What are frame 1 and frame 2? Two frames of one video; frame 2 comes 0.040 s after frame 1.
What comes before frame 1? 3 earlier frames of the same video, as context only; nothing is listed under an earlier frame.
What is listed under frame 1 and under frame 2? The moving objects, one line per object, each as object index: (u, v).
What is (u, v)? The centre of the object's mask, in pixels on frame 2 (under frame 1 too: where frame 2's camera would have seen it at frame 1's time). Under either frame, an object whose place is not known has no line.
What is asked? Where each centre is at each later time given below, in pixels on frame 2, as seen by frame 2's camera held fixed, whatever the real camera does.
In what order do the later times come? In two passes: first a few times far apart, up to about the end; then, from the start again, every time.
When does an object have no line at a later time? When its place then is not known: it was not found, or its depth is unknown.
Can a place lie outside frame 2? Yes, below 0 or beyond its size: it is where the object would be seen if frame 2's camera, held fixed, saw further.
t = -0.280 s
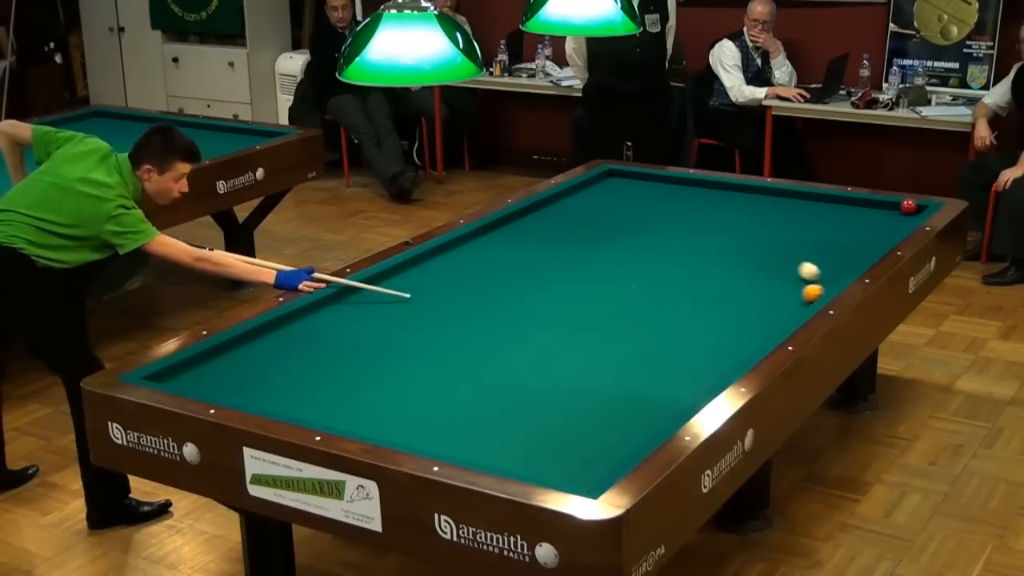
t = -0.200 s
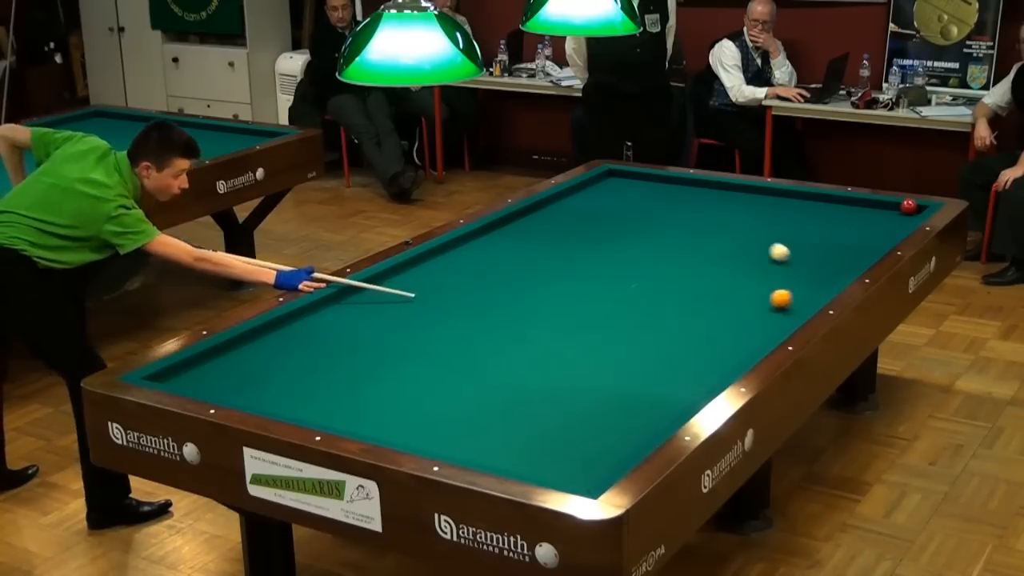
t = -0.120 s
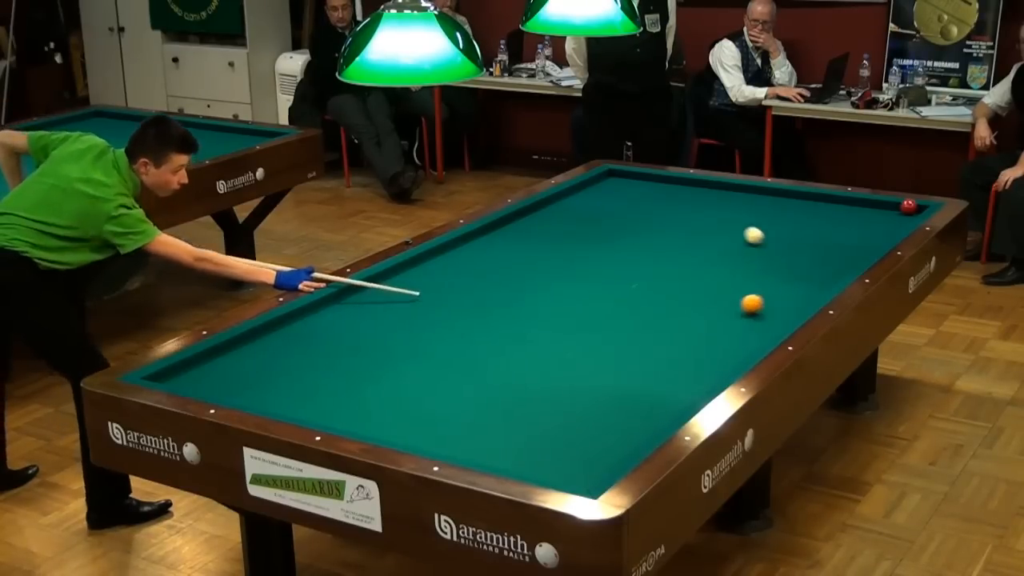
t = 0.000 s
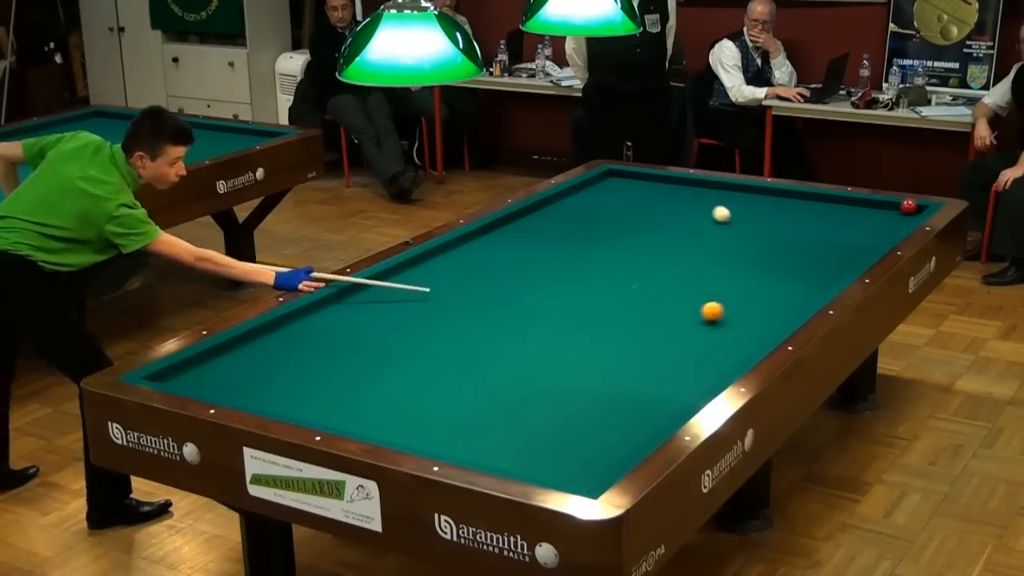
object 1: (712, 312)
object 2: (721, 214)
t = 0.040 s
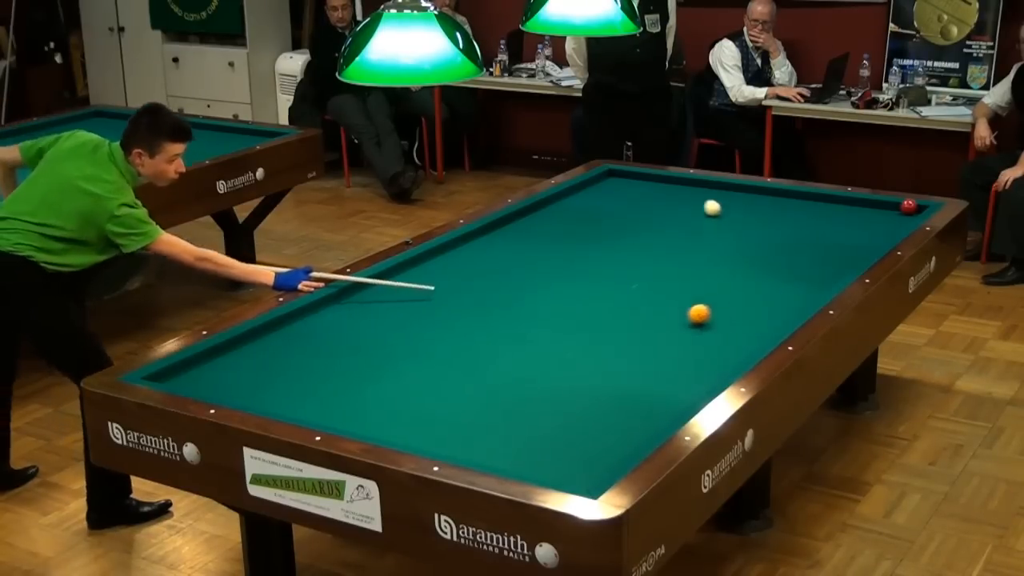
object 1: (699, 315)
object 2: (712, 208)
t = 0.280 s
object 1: (618, 331)
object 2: (665, 178)
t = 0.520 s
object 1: (533, 347)
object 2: (602, 188)
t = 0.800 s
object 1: (429, 367)
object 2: (630, 212)
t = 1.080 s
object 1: (319, 388)
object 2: (654, 237)
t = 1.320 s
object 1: (245, 393)
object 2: (676, 261)
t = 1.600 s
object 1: (229, 363)
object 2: (706, 292)
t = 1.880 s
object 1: (253, 345)
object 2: (740, 327)
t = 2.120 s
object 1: (304, 336)
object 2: (724, 348)
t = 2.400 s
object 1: (360, 327)
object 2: (665, 363)
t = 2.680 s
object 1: (414, 319)
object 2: (604, 379)
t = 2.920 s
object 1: (457, 312)
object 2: (551, 393)
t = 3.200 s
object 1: (506, 304)
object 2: (486, 410)
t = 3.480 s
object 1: (552, 296)
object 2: (421, 427)
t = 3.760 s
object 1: (595, 289)
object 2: (391, 428)
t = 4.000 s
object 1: (631, 284)
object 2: (396, 415)
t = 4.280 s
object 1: (671, 277)
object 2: (402, 401)
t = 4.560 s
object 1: (708, 271)
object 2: (407, 388)
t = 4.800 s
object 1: (739, 266)
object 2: (412, 378)
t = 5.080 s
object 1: (774, 261)
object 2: (417, 368)
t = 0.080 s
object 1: (685, 317)
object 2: (703, 202)
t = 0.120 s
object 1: (672, 320)
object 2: (695, 197)
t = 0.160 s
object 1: (658, 322)
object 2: (687, 192)
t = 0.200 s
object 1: (644, 325)
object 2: (680, 187)
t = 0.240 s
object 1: (631, 328)
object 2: (673, 182)
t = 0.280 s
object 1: (618, 331)
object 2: (665, 178)
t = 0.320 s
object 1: (603, 334)
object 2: (647, 178)
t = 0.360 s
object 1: (589, 336)
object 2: (628, 179)
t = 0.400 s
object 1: (576, 339)
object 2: (610, 180)
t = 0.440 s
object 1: (561, 342)
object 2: (593, 180)
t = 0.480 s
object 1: (547, 344)
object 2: (596, 184)
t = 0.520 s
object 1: (533, 347)
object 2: (602, 188)
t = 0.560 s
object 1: (518, 350)
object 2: (607, 192)
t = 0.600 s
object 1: (504, 353)
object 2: (612, 195)
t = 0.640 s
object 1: (489, 356)
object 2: (616, 199)
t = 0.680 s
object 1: (474, 358)
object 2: (620, 202)
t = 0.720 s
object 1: (459, 361)
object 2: (624, 206)
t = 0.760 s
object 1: (444, 365)
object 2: (627, 209)
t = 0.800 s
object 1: (429, 367)
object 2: (630, 212)
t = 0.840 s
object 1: (414, 370)
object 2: (634, 216)
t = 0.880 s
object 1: (398, 373)
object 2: (637, 219)
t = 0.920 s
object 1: (383, 376)
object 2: (640, 223)
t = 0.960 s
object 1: (367, 379)
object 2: (643, 226)
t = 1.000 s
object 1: (352, 382)
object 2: (647, 230)
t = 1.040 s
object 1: (336, 385)
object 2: (650, 234)
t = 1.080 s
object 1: (319, 388)
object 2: (654, 237)
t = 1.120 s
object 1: (303, 391)
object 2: (657, 241)
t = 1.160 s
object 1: (286, 395)
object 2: (661, 245)
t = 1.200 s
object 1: (270, 398)
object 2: (665, 249)
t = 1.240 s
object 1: (255, 399)
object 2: (669, 253)
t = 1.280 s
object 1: (246, 397)
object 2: (672, 257)
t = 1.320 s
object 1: (245, 393)
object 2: (676, 261)
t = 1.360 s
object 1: (243, 389)
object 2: (681, 265)
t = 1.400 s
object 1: (241, 384)
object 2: (684, 269)
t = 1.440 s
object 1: (239, 380)
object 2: (689, 274)
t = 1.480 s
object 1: (236, 375)
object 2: (693, 278)
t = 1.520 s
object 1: (234, 371)
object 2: (697, 283)
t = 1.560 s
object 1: (231, 367)
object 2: (701, 287)
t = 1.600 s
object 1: (229, 363)
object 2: (706, 292)
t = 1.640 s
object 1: (226, 359)
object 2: (710, 297)
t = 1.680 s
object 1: (224, 355)
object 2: (715, 301)
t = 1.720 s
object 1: (222, 351)
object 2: (720, 306)
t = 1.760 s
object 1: (224, 349)
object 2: (725, 311)
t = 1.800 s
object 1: (235, 348)
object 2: (729, 316)
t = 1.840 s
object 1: (244, 346)
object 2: (734, 322)
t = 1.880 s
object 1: (253, 345)
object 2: (740, 327)
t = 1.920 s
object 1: (261, 343)
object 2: (745, 332)
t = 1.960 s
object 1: (270, 342)
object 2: (750, 338)
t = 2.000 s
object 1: (279, 341)
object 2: (753, 342)
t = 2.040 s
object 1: (287, 339)
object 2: (744, 345)
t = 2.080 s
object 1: (295, 338)
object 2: (733, 346)
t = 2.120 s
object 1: (304, 336)
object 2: (724, 348)
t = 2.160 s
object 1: (312, 335)
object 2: (715, 350)
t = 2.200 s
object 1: (320, 334)
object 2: (706, 353)
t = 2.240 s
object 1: (328, 333)
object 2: (698, 354)
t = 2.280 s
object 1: (337, 331)
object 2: (690, 357)
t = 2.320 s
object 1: (344, 330)
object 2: (681, 359)
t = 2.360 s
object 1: (352, 329)
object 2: (673, 361)
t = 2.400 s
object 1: (360, 327)
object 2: (665, 363)
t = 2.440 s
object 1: (368, 326)
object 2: (656, 366)
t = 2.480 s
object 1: (376, 325)
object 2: (647, 368)
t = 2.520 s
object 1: (384, 324)
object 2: (639, 370)
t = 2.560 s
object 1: (391, 322)
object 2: (630, 373)
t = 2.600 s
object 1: (399, 321)
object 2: (622, 375)
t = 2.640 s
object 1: (406, 320)
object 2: (613, 377)
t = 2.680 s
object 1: (414, 319)
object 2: (604, 379)
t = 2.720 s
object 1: (421, 318)
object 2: (595, 381)
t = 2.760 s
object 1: (428, 317)
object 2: (587, 384)
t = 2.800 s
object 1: (436, 315)
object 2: (578, 386)
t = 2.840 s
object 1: (443, 314)
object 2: (569, 388)
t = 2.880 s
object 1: (450, 313)
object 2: (560, 391)
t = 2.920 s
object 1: (457, 312)
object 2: (551, 393)
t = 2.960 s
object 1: (464, 311)
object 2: (542, 395)
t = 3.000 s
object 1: (471, 310)
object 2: (533, 398)
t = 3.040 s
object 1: (478, 308)
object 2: (524, 400)
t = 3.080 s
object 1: (485, 307)
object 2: (515, 402)
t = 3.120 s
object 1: (492, 306)
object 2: (505, 405)
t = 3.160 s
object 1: (499, 305)
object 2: (496, 408)
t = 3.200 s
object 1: (506, 304)
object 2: (486, 410)
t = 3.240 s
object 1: (512, 303)
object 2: (477, 412)
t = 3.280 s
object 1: (519, 302)
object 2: (468, 415)
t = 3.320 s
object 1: (526, 301)
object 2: (459, 417)
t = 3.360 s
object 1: (532, 299)
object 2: (449, 420)
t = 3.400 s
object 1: (539, 299)
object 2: (440, 422)
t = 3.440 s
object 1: (545, 297)
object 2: (430, 425)
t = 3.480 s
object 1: (552, 296)
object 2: (421, 427)
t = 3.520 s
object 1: (558, 295)
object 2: (411, 430)
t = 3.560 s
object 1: (565, 294)
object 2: (402, 431)
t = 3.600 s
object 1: (571, 294)
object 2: (392, 432)
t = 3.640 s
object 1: (577, 292)
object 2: (385, 433)
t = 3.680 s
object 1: (583, 291)
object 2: (387, 431)
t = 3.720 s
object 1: (590, 290)
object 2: (389, 429)
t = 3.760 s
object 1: (595, 289)
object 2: (391, 428)
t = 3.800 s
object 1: (602, 288)
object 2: (391, 426)
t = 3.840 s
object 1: (607, 287)
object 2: (392, 423)
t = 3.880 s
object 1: (613, 287)
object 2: (393, 421)
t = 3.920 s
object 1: (620, 286)
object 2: (394, 419)
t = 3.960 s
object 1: (625, 285)
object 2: (395, 417)
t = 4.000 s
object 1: (631, 284)
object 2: (396, 415)
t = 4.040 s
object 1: (637, 283)
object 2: (397, 413)
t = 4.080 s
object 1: (642, 282)
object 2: (398, 411)
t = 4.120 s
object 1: (648, 281)
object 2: (399, 409)
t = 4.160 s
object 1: (654, 280)
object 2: (399, 407)
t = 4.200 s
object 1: (660, 279)
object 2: (400, 405)
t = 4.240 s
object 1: (665, 278)
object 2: (401, 403)
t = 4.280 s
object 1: (671, 277)
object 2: (402, 401)
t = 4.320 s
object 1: (676, 276)
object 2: (403, 399)
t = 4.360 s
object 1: (682, 276)
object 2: (403, 397)
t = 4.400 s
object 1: (687, 275)
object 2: (404, 396)
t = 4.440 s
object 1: (693, 274)
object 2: (405, 394)
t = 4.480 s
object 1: (698, 273)
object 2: (406, 392)
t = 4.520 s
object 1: (703, 272)
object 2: (407, 390)
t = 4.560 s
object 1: (708, 271)
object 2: (407, 388)
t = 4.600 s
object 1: (714, 270)
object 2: (408, 387)
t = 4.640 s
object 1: (719, 270)
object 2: (409, 385)
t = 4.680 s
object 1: (724, 269)
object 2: (410, 383)
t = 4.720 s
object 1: (729, 268)
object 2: (411, 382)
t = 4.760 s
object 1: (734, 267)
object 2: (411, 380)
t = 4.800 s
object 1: (739, 266)
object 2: (412, 378)
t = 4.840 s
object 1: (744, 265)
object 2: (413, 377)
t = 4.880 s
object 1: (749, 265)
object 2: (413, 375)
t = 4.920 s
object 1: (754, 264)
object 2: (414, 374)
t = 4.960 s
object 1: (759, 263)
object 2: (415, 372)
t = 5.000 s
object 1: (764, 263)
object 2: (416, 370)
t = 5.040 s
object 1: (769, 262)
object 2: (416, 369)
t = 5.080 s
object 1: (774, 261)
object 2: (417, 368)
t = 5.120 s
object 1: (778, 260)
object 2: (418, 366)
